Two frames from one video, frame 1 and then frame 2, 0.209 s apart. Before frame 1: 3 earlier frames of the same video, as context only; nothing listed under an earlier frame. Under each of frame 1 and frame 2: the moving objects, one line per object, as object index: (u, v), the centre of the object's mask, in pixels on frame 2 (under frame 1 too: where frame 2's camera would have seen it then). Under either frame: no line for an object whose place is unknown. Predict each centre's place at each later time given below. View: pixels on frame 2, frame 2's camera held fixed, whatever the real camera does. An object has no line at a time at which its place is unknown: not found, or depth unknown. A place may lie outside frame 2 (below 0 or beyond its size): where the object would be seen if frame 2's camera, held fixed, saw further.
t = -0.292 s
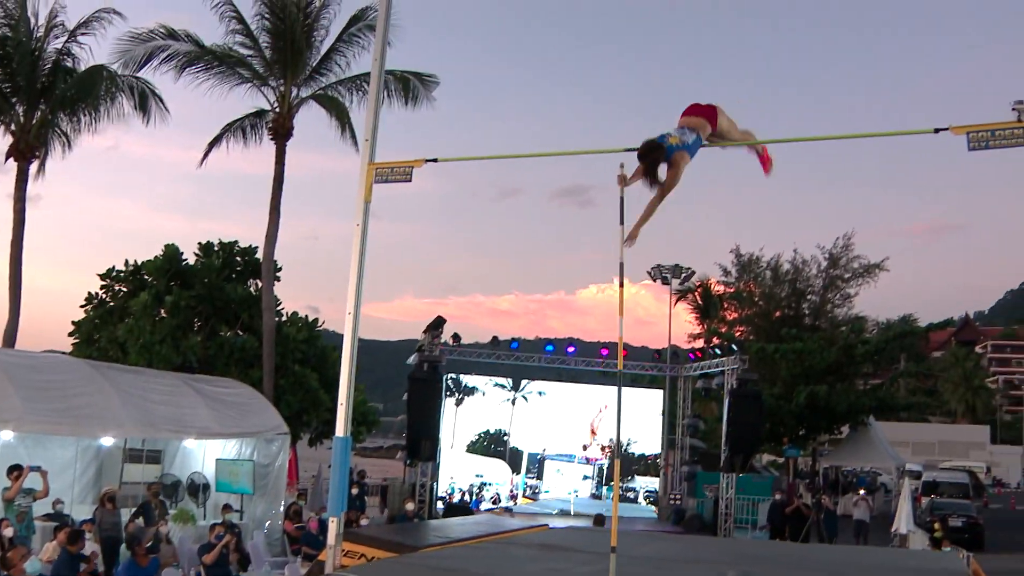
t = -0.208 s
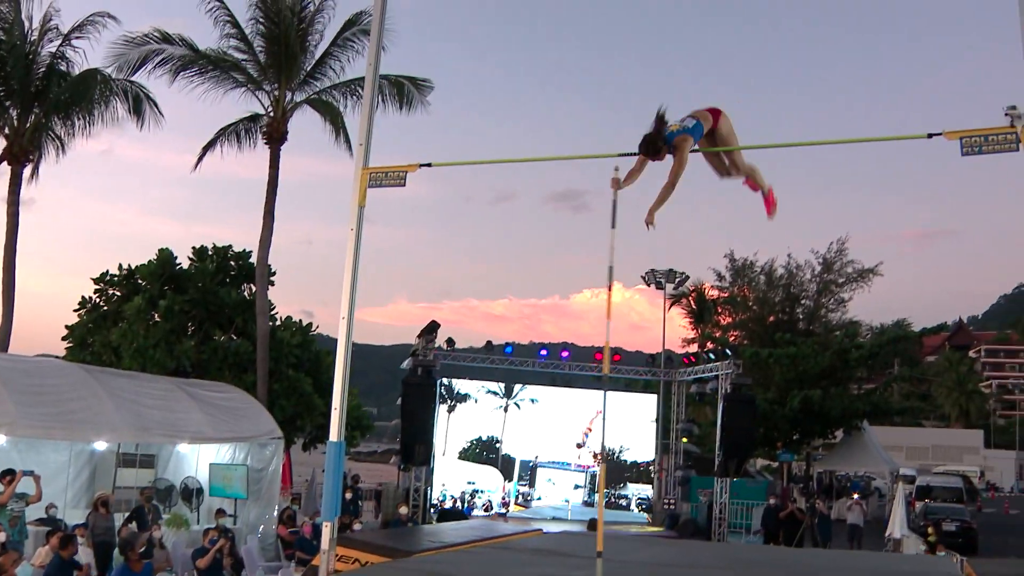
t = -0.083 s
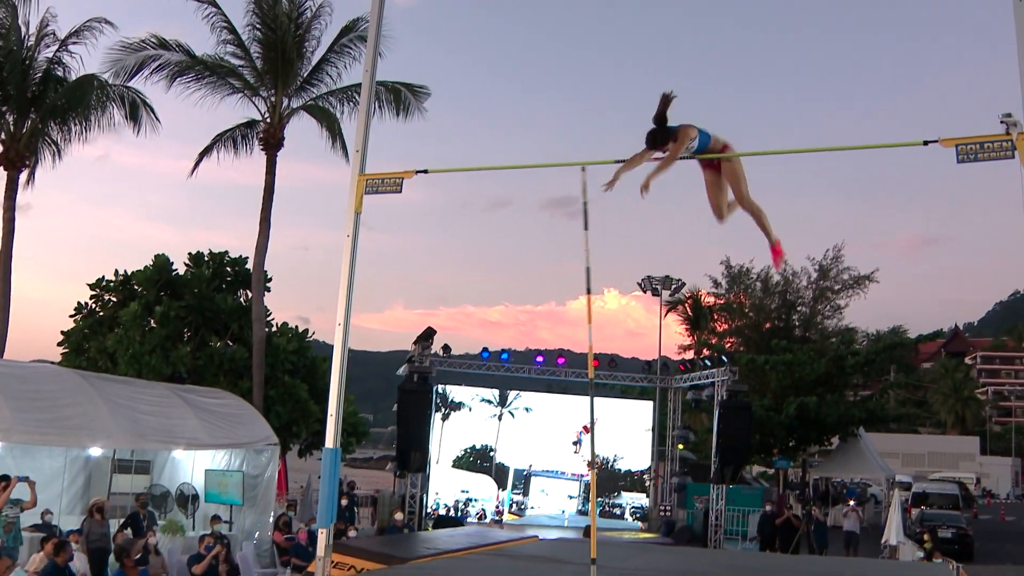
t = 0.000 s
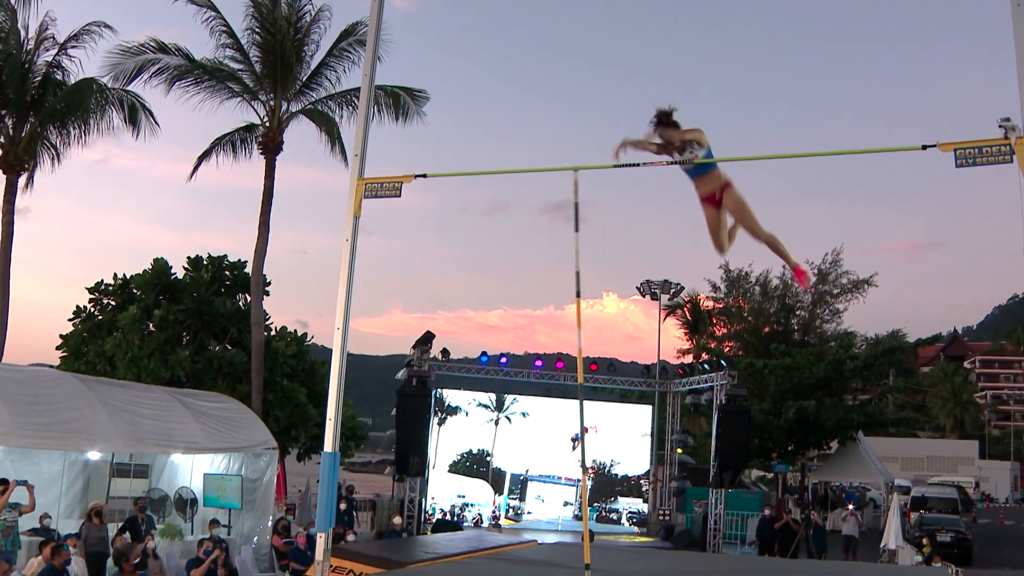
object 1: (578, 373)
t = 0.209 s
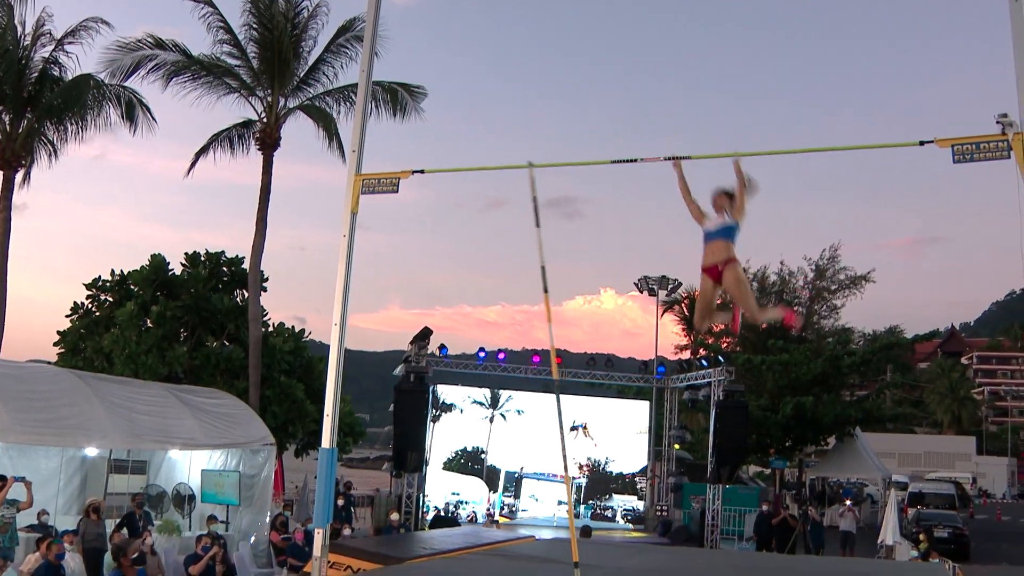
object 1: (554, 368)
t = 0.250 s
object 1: (546, 375)
